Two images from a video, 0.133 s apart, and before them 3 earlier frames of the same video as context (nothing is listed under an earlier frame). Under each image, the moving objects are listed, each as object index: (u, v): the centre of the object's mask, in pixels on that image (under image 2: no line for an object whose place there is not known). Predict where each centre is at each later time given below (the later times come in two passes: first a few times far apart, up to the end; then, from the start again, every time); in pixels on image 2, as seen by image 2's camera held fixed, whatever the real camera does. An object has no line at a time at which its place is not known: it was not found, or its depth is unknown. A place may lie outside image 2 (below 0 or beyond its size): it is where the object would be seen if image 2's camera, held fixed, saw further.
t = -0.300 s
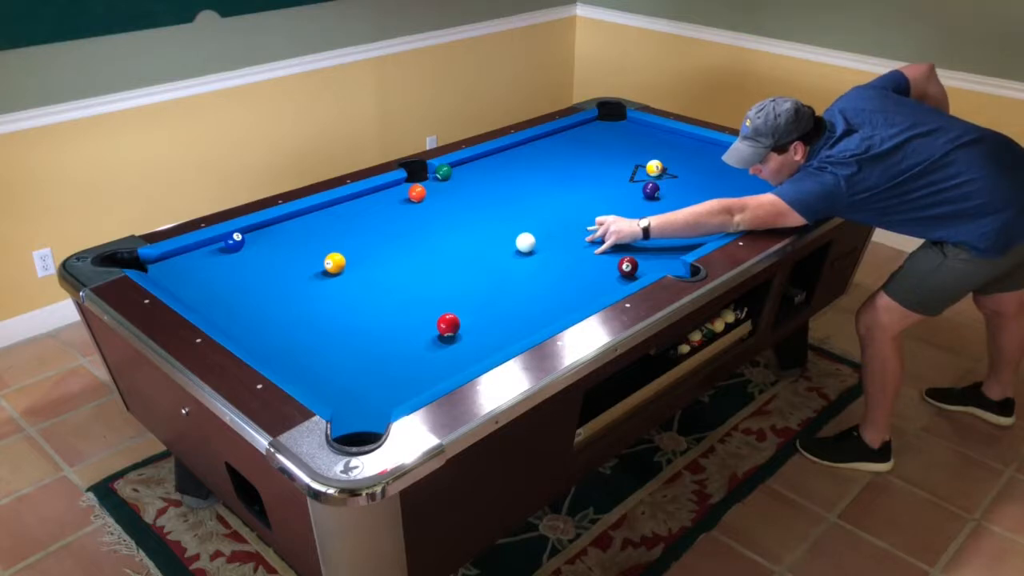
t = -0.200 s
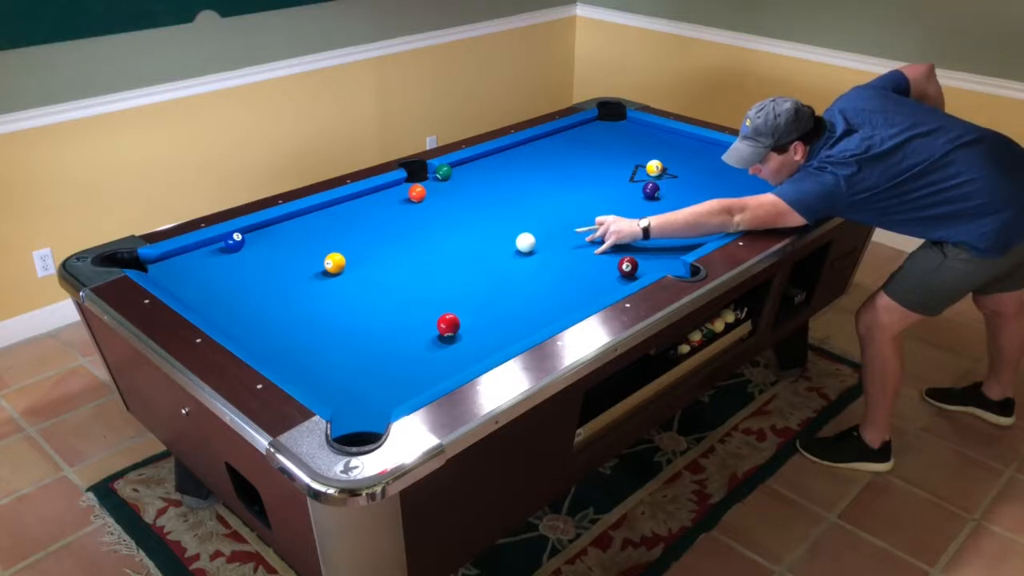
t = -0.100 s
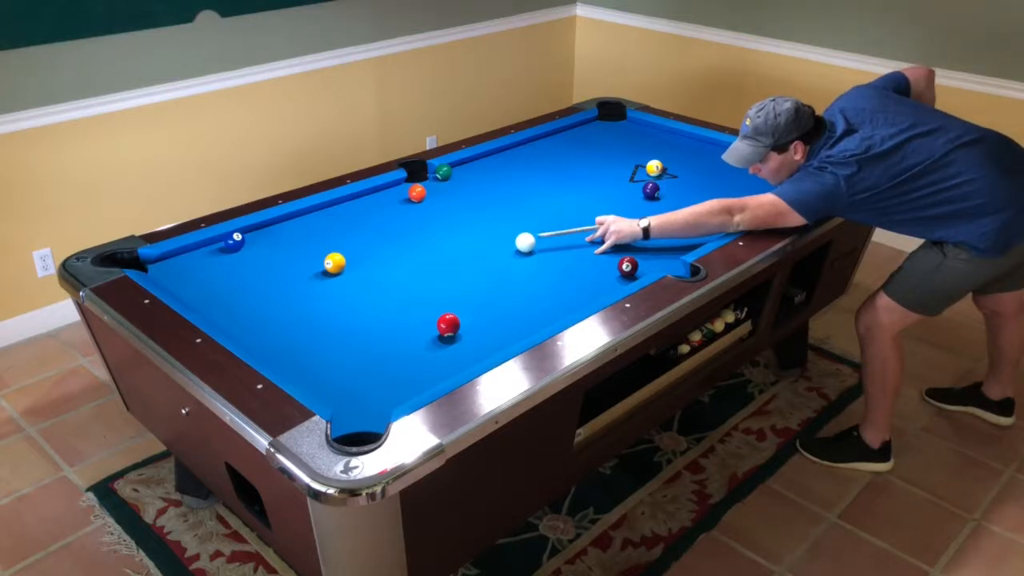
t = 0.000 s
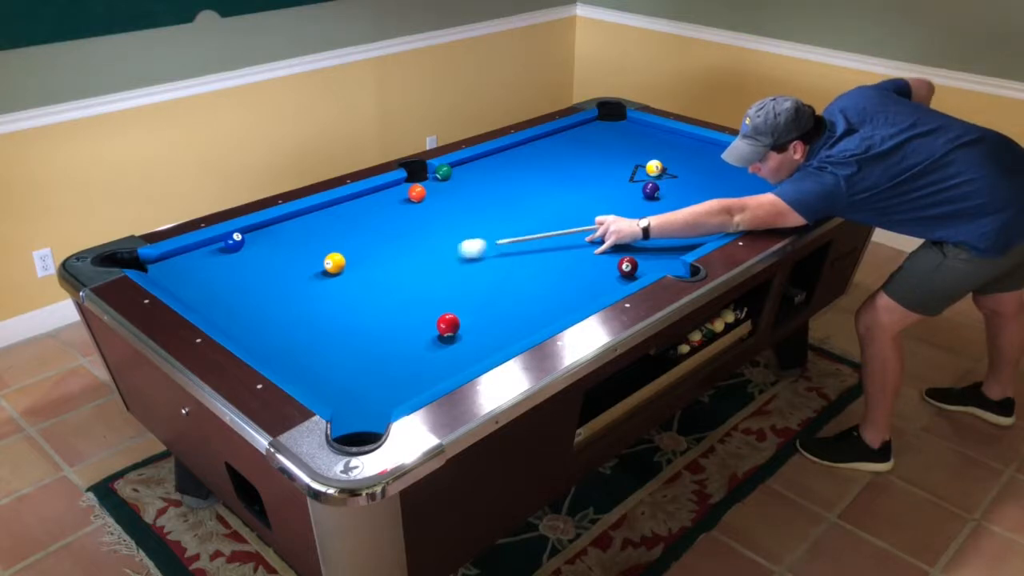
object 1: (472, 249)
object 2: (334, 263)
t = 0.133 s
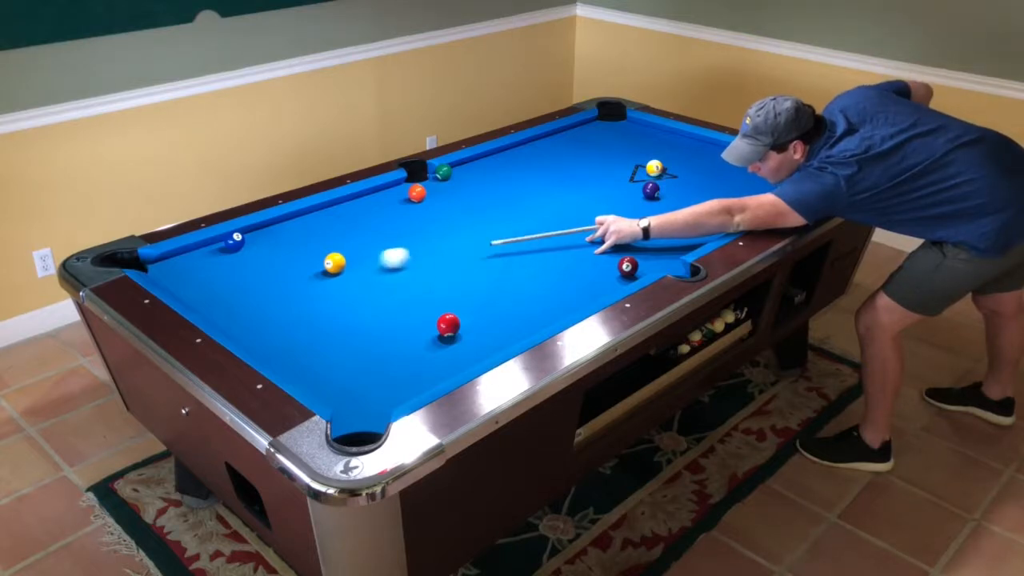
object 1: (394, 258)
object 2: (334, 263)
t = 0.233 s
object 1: (354, 266)
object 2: (313, 263)
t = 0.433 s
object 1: (325, 279)
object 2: (223, 265)
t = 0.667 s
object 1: (283, 296)
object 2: (135, 264)
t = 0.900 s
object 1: (239, 313)
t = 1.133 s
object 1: (237, 313)
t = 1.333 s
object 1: (258, 305)
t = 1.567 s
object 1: (280, 296)
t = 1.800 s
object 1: (299, 289)
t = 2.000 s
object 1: (313, 283)
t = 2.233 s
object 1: (328, 277)
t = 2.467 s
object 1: (340, 272)
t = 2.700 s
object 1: (350, 267)
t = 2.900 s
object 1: (358, 264)
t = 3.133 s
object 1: (365, 260)
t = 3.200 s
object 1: (367, 260)
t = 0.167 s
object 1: (374, 261)
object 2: (334, 263)
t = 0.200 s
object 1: (357, 263)
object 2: (330, 263)
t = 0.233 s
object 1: (354, 266)
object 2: (313, 263)
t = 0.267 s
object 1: (352, 268)
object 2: (296, 264)
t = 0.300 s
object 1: (348, 270)
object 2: (279, 264)
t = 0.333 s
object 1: (343, 272)
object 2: (264, 264)
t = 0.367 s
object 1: (337, 274)
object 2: (250, 264)
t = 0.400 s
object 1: (331, 277)
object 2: (236, 265)
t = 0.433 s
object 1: (325, 279)
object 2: (223, 265)
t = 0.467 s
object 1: (319, 281)
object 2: (210, 265)
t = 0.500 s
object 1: (313, 284)
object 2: (198, 265)
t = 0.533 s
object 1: (307, 286)
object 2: (185, 265)
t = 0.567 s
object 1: (301, 288)
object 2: (172, 265)
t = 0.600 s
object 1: (295, 291)
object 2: (159, 266)
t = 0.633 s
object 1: (289, 293)
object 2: (147, 264)
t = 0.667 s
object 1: (283, 296)
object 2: (135, 264)
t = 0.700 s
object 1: (276, 298)
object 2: (126, 265)
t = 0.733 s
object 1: (270, 300)
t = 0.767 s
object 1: (264, 303)
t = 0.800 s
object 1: (258, 305)
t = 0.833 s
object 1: (251, 307)
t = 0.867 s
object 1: (245, 310)
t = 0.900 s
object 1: (239, 313)
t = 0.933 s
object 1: (233, 315)
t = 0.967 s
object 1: (227, 317)
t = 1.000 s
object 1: (224, 317)
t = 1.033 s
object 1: (227, 317)
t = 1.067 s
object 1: (230, 316)
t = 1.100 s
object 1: (234, 314)
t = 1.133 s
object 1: (237, 313)
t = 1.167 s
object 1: (241, 312)
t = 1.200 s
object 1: (245, 310)
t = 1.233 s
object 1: (248, 309)
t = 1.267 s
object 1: (251, 308)
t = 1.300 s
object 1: (255, 306)
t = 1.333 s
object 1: (258, 305)
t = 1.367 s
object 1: (261, 304)
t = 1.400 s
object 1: (265, 302)
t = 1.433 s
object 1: (268, 301)
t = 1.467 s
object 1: (271, 300)
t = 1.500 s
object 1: (274, 299)
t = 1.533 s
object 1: (277, 297)
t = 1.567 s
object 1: (280, 296)
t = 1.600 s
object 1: (283, 295)
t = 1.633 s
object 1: (285, 294)
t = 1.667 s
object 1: (288, 293)
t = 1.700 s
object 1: (291, 292)
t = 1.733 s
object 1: (294, 291)
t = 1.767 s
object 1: (296, 290)
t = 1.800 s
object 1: (299, 289)
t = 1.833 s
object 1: (302, 288)
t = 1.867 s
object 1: (304, 287)
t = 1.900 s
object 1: (306, 286)
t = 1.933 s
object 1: (309, 285)
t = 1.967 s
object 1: (311, 284)
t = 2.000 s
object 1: (313, 283)
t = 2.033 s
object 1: (316, 282)
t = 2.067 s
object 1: (317, 281)
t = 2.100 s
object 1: (320, 280)
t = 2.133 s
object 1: (322, 280)
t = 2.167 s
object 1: (324, 278)
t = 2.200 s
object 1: (326, 278)
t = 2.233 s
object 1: (328, 277)
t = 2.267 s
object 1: (330, 276)
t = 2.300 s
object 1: (332, 275)
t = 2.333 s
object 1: (333, 275)
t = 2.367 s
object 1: (335, 274)
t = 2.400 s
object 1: (337, 273)
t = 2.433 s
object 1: (338, 273)
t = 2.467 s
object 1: (340, 272)
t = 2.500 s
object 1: (341, 271)
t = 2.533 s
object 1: (343, 270)
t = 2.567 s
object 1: (345, 270)
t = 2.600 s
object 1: (346, 269)
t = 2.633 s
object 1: (348, 268)
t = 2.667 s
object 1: (349, 268)
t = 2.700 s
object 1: (350, 267)
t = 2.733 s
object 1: (352, 266)
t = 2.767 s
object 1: (353, 266)
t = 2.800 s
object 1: (354, 265)
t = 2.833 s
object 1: (356, 265)
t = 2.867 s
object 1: (357, 264)
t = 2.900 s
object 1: (358, 264)
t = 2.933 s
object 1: (359, 263)
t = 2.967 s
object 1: (360, 262)
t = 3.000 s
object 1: (361, 262)
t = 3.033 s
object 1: (362, 262)
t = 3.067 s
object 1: (363, 261)
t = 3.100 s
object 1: (364, 260)
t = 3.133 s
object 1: (365, 260)
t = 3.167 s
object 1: (366, 260)
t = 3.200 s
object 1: (367, 260)
